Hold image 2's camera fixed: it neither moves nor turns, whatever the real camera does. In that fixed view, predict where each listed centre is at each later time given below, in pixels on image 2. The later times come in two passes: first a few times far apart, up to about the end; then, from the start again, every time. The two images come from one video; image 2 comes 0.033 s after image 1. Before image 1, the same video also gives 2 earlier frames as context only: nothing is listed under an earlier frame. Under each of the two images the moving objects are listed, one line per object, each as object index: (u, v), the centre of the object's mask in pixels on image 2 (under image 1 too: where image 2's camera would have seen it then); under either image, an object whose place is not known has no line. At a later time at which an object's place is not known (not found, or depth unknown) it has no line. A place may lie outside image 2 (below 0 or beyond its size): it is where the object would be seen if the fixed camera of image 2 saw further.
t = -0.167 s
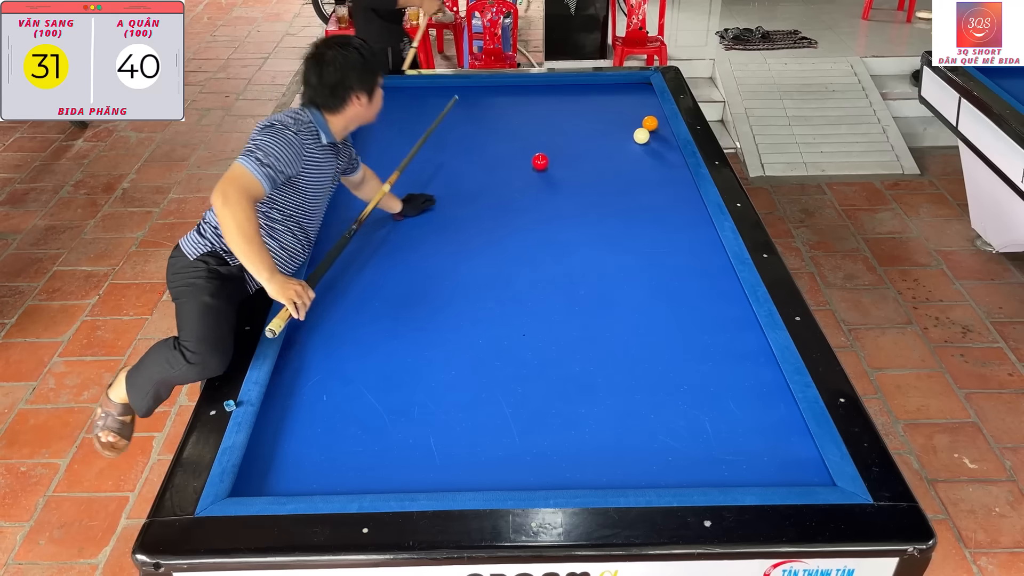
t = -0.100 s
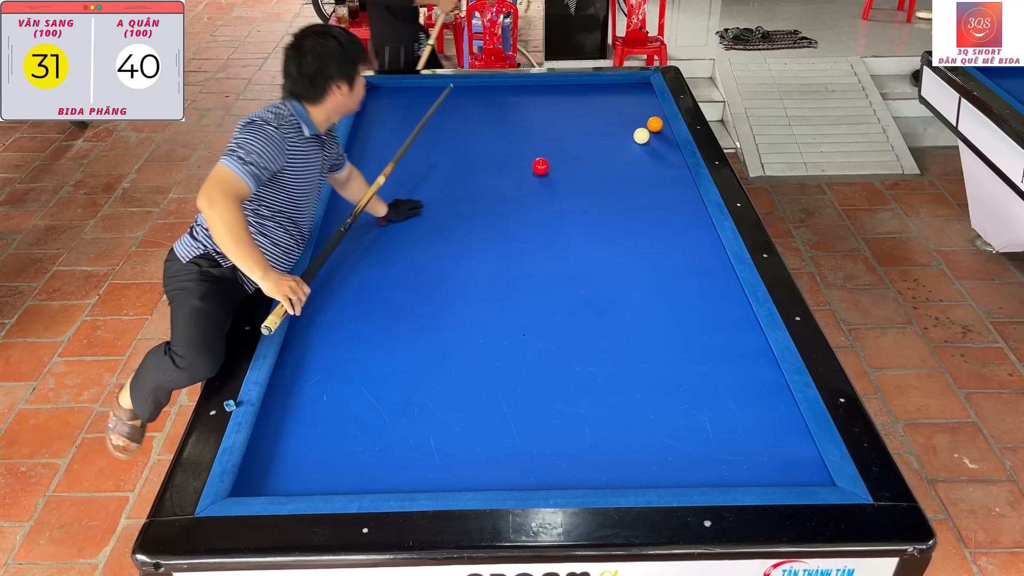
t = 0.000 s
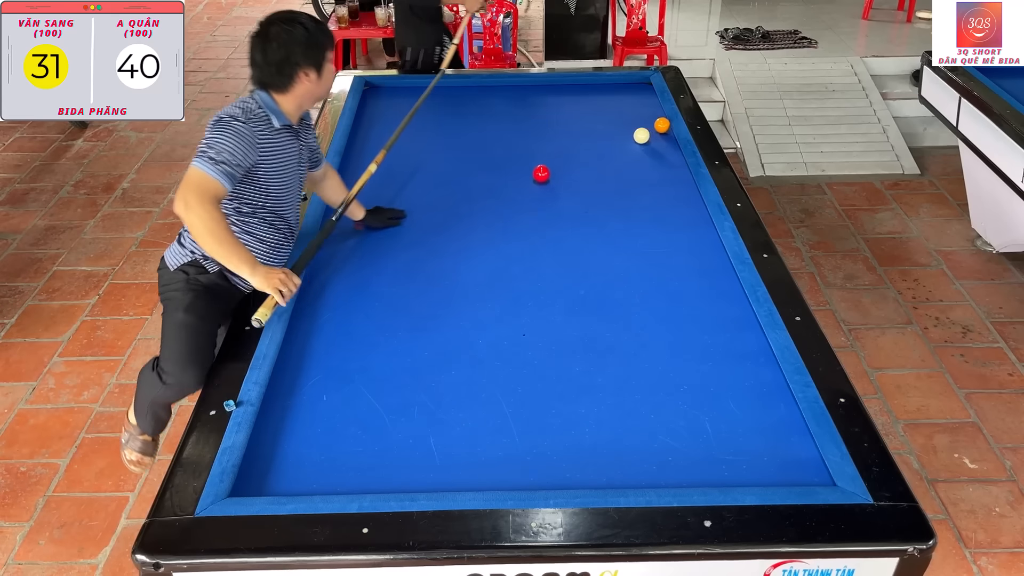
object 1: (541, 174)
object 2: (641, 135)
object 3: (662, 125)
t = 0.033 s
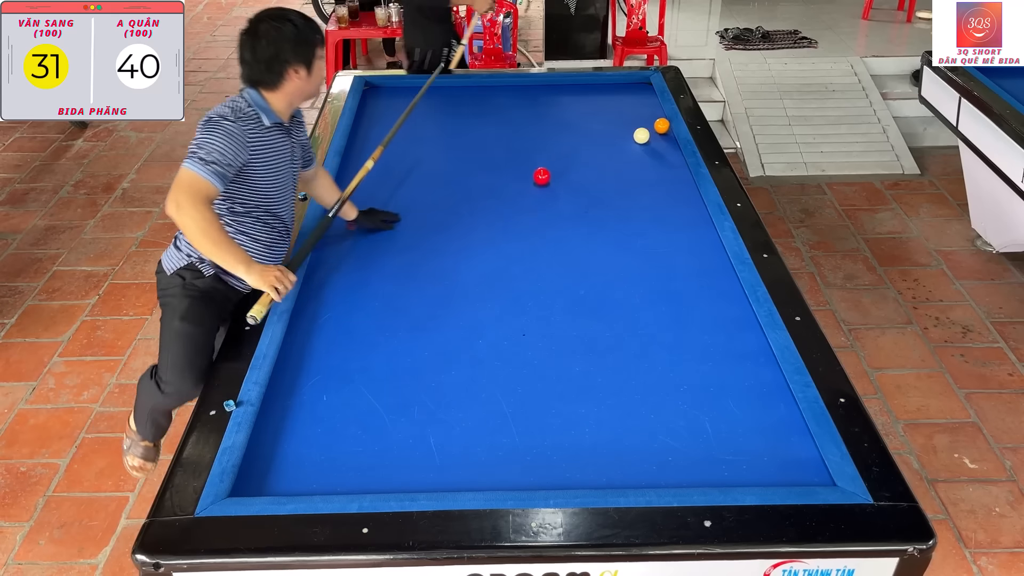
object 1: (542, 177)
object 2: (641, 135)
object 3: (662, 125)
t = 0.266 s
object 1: (543, 195)
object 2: (641, 135)
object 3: (655, 129)
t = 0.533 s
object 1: (546, 217)
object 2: (638, 137)
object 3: (651, 131)
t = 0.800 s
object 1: (548, 240)
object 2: (633, 140)
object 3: (649, 133)
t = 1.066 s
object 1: (551, 265)
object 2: (628, 142)
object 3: (649, 133)
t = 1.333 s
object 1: (554, 292)
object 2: (624, 144)
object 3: (648, 134)
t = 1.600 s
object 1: (556, 321)
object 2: (621, 146)
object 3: (648, 134)
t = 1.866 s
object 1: (559, 353)
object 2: (618, 148)
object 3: (648, 134)
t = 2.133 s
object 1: (562, 387)
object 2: (616, 150)
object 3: (648, 134)
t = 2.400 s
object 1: (565, 424)
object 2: (613, 152)
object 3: (648, 134)
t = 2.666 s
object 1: (568, 464)
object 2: (611, 153)
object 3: (648, 134)
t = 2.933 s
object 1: (568, 467)
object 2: (610, 154)
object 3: (648, 134)
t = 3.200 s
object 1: (566, 446)
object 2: (609, 155)
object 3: (648, 134)
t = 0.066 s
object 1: (542, 179)
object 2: (641, 135)
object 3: (660, 126)
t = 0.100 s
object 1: (542, 182)
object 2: (641, 135)
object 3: (659, 127)
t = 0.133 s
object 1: (542, 185)
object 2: (641, 135)
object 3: (658, 127)
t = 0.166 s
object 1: (543, 187)
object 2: (641, 135)
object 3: (657, 128)
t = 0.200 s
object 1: (543, 190)
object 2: (641, 135)
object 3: (656, 128)
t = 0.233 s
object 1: (543, 192)
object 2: (641, 135)
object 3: (656, 129)
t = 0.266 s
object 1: (543, 195)
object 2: (641, 135)
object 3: (655, 129)
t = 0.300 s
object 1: (544, 198)
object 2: (641, 136)
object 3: (654, 130)
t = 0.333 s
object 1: (544, 200)
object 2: (641, 135)
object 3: (653, 130)
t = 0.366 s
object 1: (544, 203)
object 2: (641, 136)
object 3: (653, 130)
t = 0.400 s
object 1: (544, 206)
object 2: (640, 136)
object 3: (652, 131)
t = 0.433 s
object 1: (545, 209)
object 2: (640, 136)
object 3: (652, 131)
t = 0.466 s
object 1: (545, 211)
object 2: (639, 137)
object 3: (652, 131)
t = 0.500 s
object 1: (545, 214)
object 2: (638, 137)
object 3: (652, 131)
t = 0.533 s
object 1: (546, 217)
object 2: (638, 137)
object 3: (651, 131)
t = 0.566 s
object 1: (546, 220)
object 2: (637, 138)
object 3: (651, 132)
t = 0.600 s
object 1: (546, 223)
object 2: (636, 138)
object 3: (651, 132)
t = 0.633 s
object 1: (546, 225)
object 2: (636, 138)
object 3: (650, 132)
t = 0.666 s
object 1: (547, 228)
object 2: (635, 139)
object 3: (650, 132)
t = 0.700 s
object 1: (547, 231)
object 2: (635, 139)
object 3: (650, 132)
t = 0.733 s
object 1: (547, 234)
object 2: (634, 139)
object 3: (650, 132)
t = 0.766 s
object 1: (548, 237)
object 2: (633, 139)
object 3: (650, 133)
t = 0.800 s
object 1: (548, 240)
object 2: (633, 140)
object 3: (649, 133)
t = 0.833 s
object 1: (548, 243)
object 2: (632, 140)
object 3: (649, 133)
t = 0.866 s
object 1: (549, 246)
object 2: (632, 140)
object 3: (649, 133)
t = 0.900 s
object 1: (549, 250)
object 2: (631, 141)
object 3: (649, 133)
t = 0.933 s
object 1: (549, 252)
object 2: (630, 141)
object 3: (649, 133)
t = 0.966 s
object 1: (550, 256)
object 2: (630, 141)
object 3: (649, 133)
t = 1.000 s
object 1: (550, 259)
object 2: (629, 142)
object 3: (649, 133)
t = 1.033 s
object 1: (550, 262)
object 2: (629, 142)
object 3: (649, 133)
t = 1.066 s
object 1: (551, 265)
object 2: (628, 142)
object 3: (649, 133)
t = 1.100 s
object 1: (551, 268)
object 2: (628, 143)
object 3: (649, 133)
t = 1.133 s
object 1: (551, 272)
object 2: (627, 143)
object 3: (648, 133)
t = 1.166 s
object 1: (552, 275)
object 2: (627, 143)
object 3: (648, 133)
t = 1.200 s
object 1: (552, 279)
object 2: (626, 143)
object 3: (648, 133)
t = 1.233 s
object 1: (552, 282)
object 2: (626, 144)
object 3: (648, 134)
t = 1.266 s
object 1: (553, 285)
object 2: (625, 144)
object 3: (648, 134)
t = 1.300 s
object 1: (553, 289)
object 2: (625, 144)
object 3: (648, 134)
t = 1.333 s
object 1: (554, 292)
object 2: (624, 144)
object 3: (648, 134)
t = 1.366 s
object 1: (554, 296)
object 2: (624, 145)
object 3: (648, 134)
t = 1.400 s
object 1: (554, 299)
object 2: (623, 145)
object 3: (648, 134)
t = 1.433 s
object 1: (555, 303)
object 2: (623, 145)
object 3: (648, 134)
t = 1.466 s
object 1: (555, 306)
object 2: (622, 146)
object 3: (648, 134)
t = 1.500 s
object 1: (555, 310)
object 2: (622, 146)
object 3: (648, 134)
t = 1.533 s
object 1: (556, 314)
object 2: (622, 146)
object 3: (648, 134)
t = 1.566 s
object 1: (556, 318)
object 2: (621, 146)
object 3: (648, 134)
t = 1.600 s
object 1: (556, 321)
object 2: (621, 146)
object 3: (648, 134)
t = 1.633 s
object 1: (557, 325)
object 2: (621, 147)
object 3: (648, 134)
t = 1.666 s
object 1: (557, 329)
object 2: (620, 147)
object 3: (648, 134)
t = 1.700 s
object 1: (557, 333)
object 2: (620, 147)
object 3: (648, 134)
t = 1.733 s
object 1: (558, 337)
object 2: (619, 147)
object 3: (648, 134)
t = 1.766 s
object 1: (558, 341)
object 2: (619, 148)
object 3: (648, 134)
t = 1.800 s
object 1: (558, 345)
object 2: (619, 148)
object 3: (648, 134)
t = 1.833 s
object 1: (559, 349)
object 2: (618, 148)
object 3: (648, 134)
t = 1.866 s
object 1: (559, 353)
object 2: (618, 148)
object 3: (648, 134)
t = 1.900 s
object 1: (559, 357)
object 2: (618, 149)
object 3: (648, 134)
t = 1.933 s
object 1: (560, 361)
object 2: (617, 149)
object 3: (648, 134)
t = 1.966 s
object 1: (560, 365)
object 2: (617, 149)
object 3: (648, 134)
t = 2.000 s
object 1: (560, 370)
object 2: (617, 149)
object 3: (648, 134)
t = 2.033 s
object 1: (561, 374)
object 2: (616, 149)
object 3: (648, 134)
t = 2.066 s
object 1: (561, 378)
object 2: (616, 150)
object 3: (648, 134)
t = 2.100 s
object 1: (561, 382)
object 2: (616, 150)
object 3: (648, 134)
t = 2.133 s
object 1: (562, 387)
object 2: (616, 150)
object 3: (648, 134)
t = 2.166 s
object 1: (562, 391)
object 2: (615, 150)
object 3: (648, 134)
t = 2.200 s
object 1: (563, 396)
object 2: (615, 151)
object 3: (648, 134)
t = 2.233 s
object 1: (563, 400)
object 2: (615, 151)
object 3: (648, 134)
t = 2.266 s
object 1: (563, 405)
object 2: (614, 151)
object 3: (648, 134)
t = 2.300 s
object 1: (564, 410)
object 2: (614, 151)
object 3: (648, 134)
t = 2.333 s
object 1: (564, 414)
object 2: (614, 151)
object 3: (648, 134)
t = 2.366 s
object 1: (564, 419)
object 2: (614, 151)
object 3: (648, 134)
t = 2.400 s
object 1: (565, 424)
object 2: (613, 152)
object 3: (648, 134)
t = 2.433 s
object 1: (565, 429)
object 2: (613, 152)
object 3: (648, 134)
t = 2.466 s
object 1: (566, 434)
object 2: (613, 152)
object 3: (648, 134)
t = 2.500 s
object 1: (566, 439)
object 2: (612, 152)
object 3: (648, 134)
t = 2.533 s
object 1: (566, 443)
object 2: (612, 152)
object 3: (648, 134)
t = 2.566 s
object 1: (567, 449)
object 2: (612, 152)
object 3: (648, 134)
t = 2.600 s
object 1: (567, 454)
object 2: (612, 153)
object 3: (648, 134)
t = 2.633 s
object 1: (568, 459)
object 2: (612, 153)
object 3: (648, 134)
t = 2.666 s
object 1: (568, 464)
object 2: (611, 153)
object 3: (648, 134)
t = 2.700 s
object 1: (569, 469)
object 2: (611, 153)
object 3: (648, 134)
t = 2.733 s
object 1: (569, 475)
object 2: (611, 153)
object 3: (648, 134)
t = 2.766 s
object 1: (570, 478)
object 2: (611, 153)
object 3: (648, 134)
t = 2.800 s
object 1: (570, 480)
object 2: (610, 153)
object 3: (648, 134)
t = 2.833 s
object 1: (569, 478)
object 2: (610, 153)
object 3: (648, 134)
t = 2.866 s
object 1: (569, 475)
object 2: (610, 154)
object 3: (648, 134)
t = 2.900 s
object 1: (569, 471)
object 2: (610, 154)
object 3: (648, 134)
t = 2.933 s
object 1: (568, 467)
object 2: (610, 154)
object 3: (648, 134)
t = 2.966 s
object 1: (568, 465)
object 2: (610, 154)
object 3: (648, 134)
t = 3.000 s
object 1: (568, 462)
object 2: (609, 154)
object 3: (648, 134)
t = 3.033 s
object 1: (568, 459)
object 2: (609, 154)
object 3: (648, 134)
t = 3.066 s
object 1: (567, 456)
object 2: (609, 154)
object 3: (648, 134)
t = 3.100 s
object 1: (567, 454)
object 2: (609, 155)
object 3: (648, 134)
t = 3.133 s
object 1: (567, 451)
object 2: (609, 155)
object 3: (648, 134)
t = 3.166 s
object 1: (566, 448)
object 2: (609, 155)
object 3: (648, 134)
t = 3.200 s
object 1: (566, 446)
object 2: (609, 155)
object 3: (648, 134)
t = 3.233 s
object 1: (566, 443)
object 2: (609, 155)
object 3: (648, 134)
